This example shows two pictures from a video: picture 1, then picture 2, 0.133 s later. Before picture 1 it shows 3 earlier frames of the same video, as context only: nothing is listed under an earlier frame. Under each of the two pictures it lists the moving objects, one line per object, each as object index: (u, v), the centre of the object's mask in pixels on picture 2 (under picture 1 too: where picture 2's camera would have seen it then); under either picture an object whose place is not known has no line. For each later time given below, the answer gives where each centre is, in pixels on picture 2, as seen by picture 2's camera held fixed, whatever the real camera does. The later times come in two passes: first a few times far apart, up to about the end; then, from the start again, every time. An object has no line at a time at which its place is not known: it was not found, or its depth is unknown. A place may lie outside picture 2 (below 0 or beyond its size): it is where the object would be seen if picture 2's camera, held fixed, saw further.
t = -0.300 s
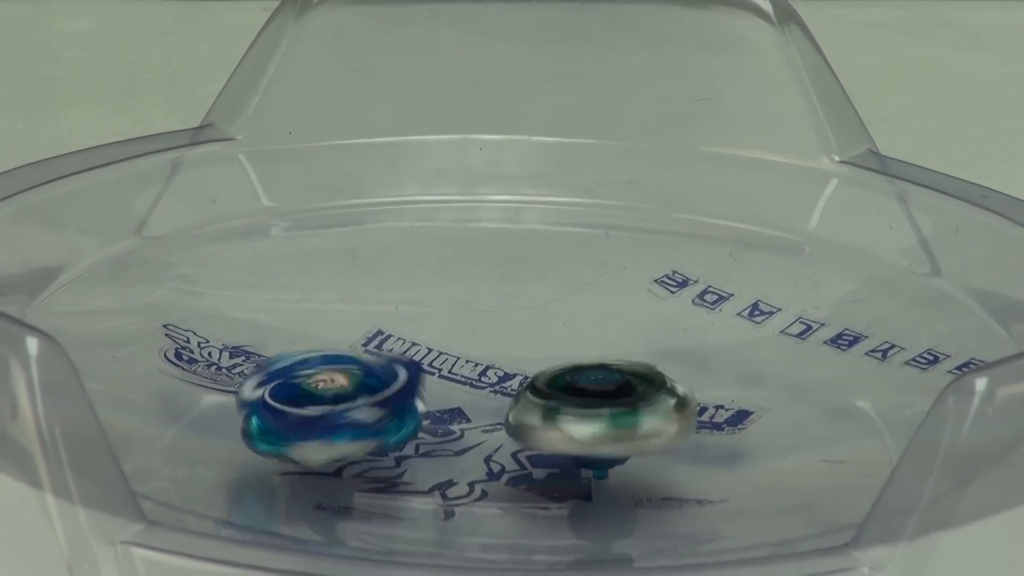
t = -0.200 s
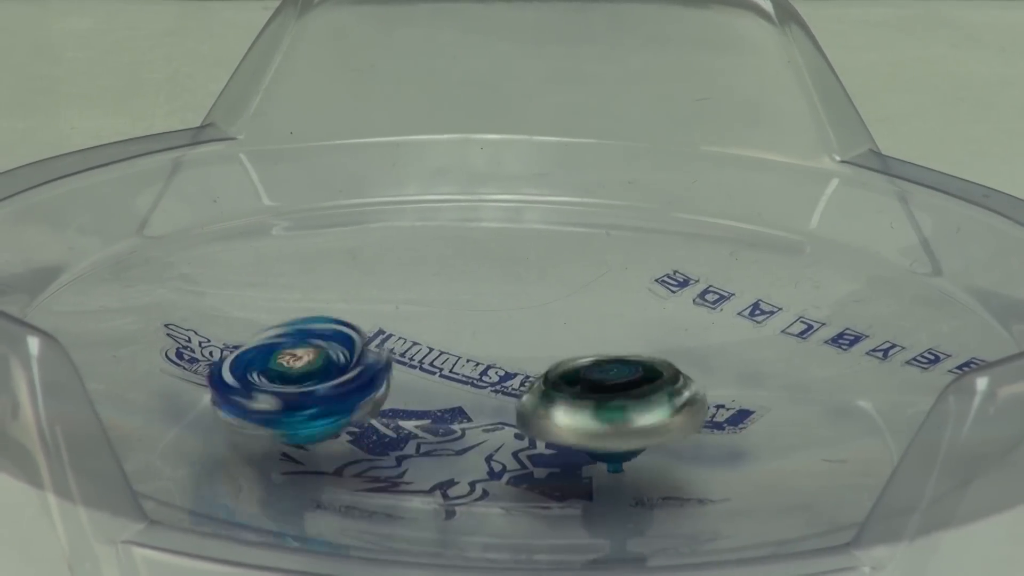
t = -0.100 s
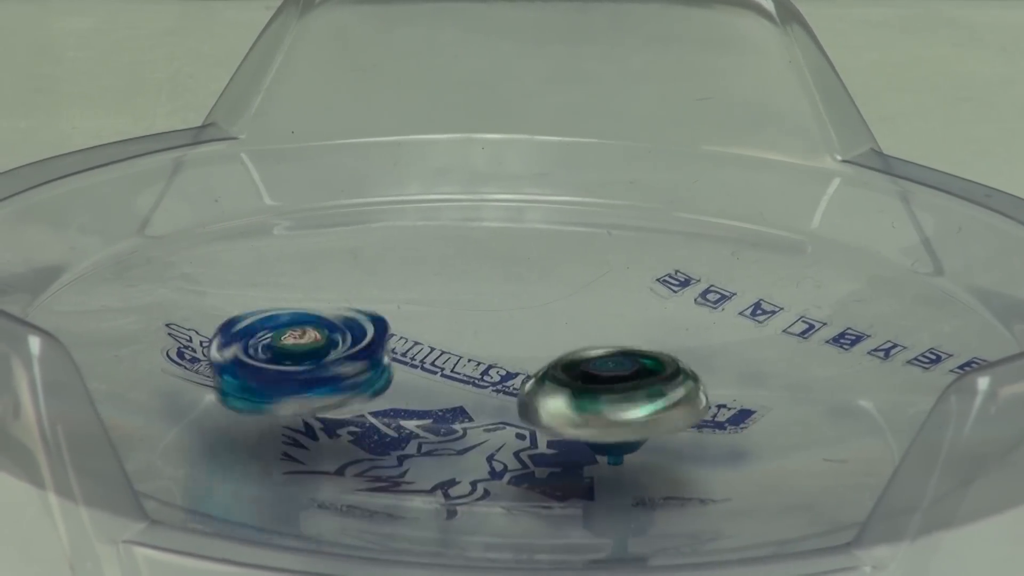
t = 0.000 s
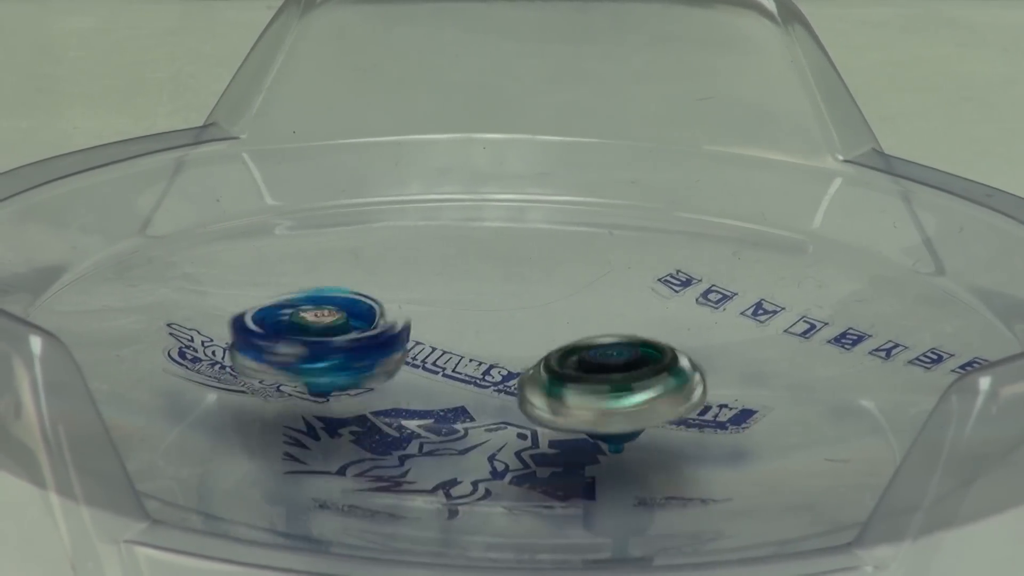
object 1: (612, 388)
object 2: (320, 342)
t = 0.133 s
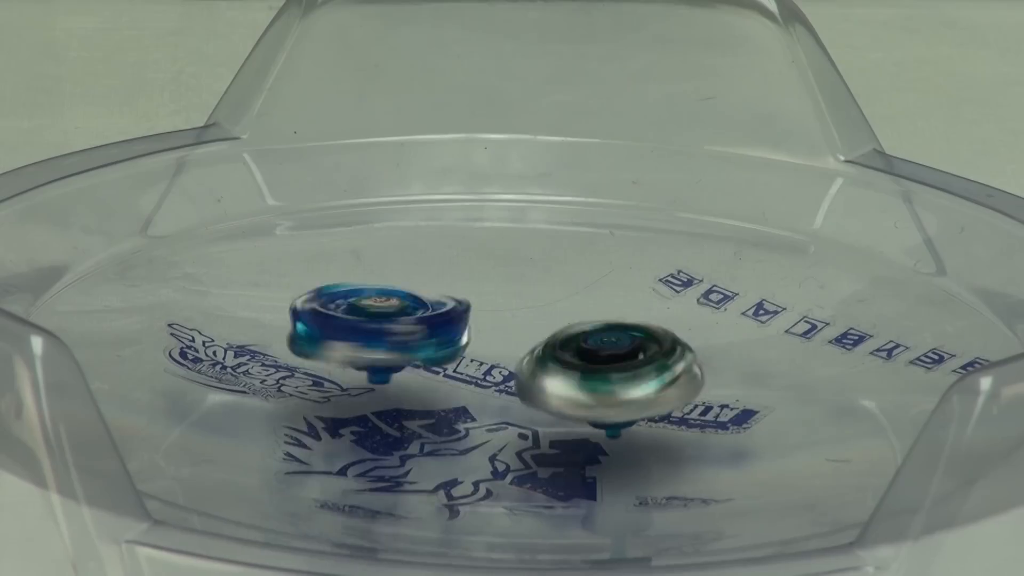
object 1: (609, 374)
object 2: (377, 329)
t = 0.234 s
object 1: (607, 368)
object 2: (437, 330)
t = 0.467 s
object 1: (746, 395)
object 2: (327, 317)
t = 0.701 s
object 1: (626, 423)
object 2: (440, 381)
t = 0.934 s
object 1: (626, 396)
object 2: (373, 429)
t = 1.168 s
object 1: (647, 374)
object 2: (384, 434)
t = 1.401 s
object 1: (648, 401)
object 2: (430, 425)
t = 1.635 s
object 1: (708, 402)
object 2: (455, 427)
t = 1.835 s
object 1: (708, 396)
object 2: (450, 423)
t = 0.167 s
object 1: (611, 372)
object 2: (396, 328)
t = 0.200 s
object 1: (609, 371)
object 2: (416, 328)
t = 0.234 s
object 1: (607, 368)
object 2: (437, 330)
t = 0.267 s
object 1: (636, 370)
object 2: (424, 325)
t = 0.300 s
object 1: (685, 372)
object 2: (382, 314)
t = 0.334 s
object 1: (718, 377)
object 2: (349, 306)
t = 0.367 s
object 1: (737, 380)
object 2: (325, 306)
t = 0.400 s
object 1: (742, 385)
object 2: (314, 306)
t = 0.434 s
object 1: (750, 390)
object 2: (317, 308)
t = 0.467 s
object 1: (746, 395)
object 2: (327, 317)
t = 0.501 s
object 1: (741, 401)
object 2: (337, 324)
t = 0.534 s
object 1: (730, 407)
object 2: (351, 333)
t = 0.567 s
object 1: (712, 413)
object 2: (366, 342)
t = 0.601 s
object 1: (694, 417)
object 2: (384, 349)
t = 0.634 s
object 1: (670, 420)
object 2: (404, 359)
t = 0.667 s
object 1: (648, 422)
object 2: (422, 367)
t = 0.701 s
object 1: (626, 423)
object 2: (440, 381)
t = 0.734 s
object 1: (604, 423)
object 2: (444, 386)
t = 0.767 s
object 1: (596, 423)
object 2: (447, 393)
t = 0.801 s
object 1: (585, 412)
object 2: (439, 404)
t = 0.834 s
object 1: (584, 413)
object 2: (426, 416)
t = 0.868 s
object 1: (592, 415)
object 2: (410, 420)
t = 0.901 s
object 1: (610, 405)
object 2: (388, 427)
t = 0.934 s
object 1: (626, 396)
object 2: (373, 429)
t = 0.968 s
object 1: (642, 384)
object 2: (366, 430)
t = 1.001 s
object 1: (657, 377)
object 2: (361, 430)
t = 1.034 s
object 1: (664, 373)
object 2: (359, 431)
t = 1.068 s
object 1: (666, 370)
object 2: (363, 433)
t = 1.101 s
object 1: (665, 369)
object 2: (368, 434)
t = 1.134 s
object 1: (657, 370)
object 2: (376, 434)
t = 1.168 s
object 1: (647, 374)
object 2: (384, 434)
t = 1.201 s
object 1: (640, 379)
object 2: (390, 435)
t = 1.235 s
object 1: (635, 384)
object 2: (397, 433)
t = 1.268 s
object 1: (635, 388)
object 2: (404, 429)
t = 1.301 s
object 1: (637, 393)
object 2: (410, 427)
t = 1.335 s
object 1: (640, 396)
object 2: (415, 425)
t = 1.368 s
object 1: (644, 398)
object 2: (422, 425)
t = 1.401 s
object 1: (648, 401)
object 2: (430, 425)
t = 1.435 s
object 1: (656, 403)
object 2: (438, 427)
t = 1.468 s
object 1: (664, 404)
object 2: (445, 427)
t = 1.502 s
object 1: (672, 404)
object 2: (451, 427)
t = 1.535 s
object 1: (680, 404)
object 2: (453, 427)
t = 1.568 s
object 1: (688, 404)
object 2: (454, 428)
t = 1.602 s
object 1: (698, 403)
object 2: (455, 428)
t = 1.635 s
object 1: (708, 402)
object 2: (455, 427)
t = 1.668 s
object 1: (717, 401)
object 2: (455, 427)
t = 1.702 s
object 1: (723, 400)
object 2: (453, 427)
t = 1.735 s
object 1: (722, 399)
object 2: (452, 428)
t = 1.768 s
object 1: (721, 398)
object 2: (450, 424)
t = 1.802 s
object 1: (717, 397)
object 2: (449, 423)
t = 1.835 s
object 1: (708, 396)
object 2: (450, 423)
